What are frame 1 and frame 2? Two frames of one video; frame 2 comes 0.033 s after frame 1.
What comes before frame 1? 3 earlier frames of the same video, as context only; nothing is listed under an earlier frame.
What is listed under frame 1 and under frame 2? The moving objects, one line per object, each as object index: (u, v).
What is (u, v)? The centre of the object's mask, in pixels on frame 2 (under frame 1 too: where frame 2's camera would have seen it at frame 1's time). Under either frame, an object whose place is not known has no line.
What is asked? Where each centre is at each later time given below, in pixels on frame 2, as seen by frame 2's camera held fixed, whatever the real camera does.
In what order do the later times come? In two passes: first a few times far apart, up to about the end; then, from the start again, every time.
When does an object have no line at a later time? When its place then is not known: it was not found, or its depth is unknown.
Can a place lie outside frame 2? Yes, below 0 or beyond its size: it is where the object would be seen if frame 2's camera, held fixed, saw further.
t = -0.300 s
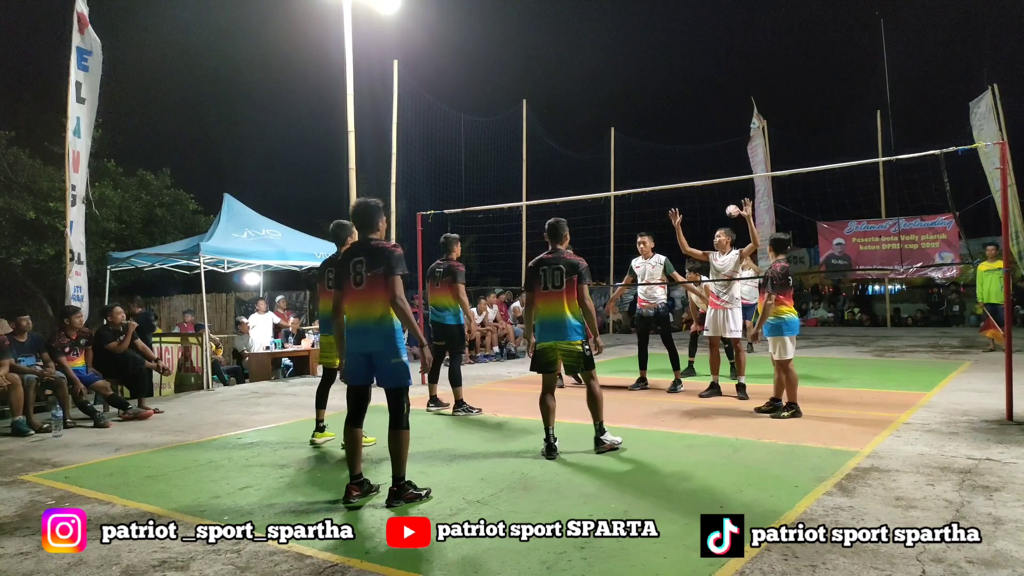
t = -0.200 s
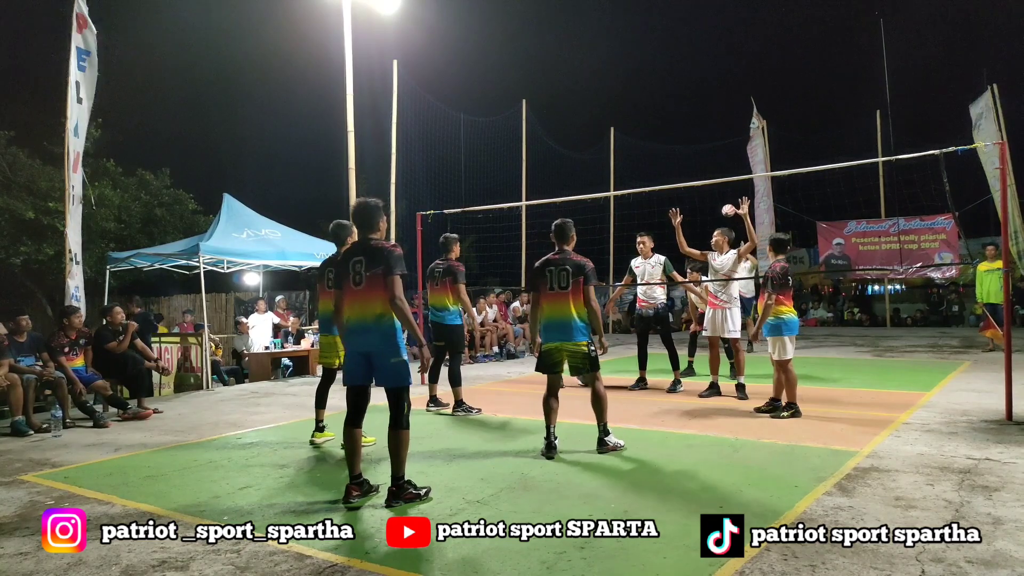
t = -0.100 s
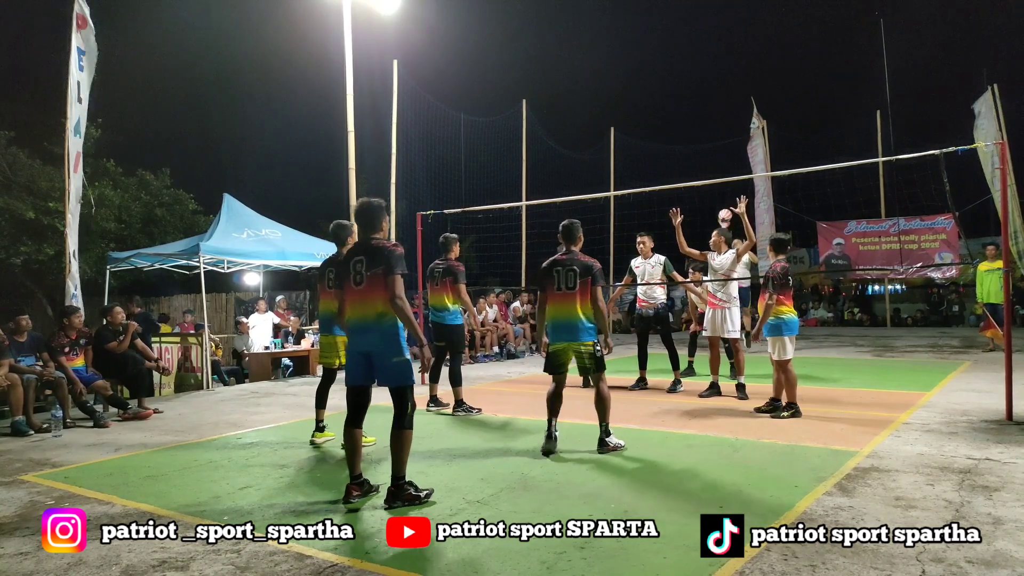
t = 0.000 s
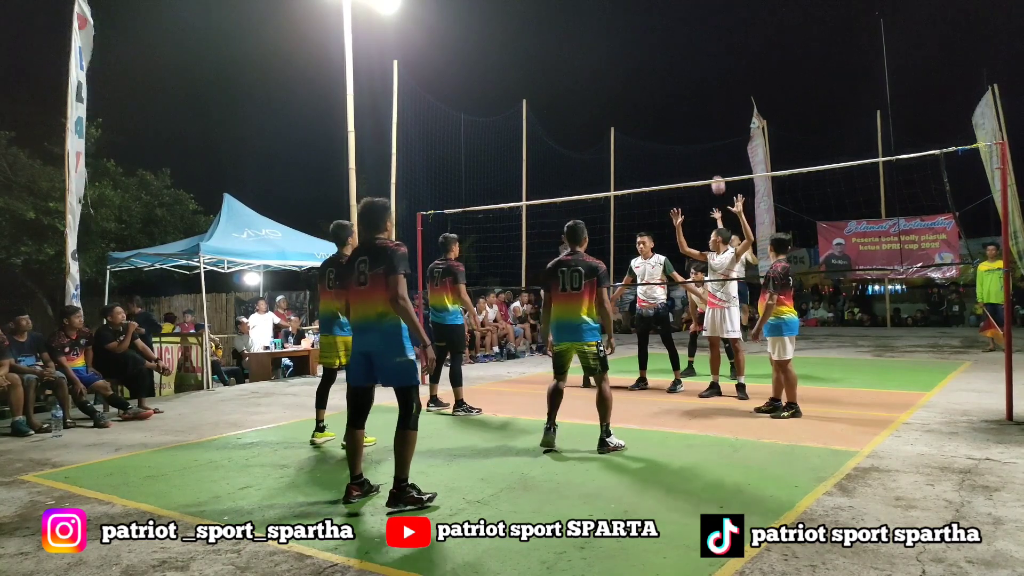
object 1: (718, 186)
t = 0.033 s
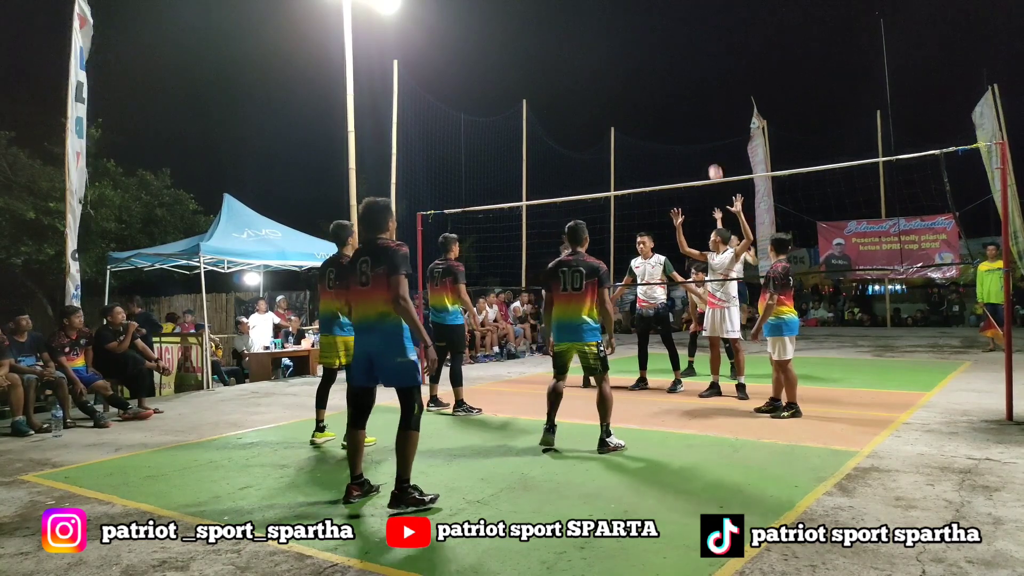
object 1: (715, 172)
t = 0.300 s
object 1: (689, 101)
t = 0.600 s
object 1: (650, 70)
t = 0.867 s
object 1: (604, 107)
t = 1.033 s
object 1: (567, 172)
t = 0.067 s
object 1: (712, 162)
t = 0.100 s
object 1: (709, 152)
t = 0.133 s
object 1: (706, 142)
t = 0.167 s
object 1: (703, 133)
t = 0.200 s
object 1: (700, 124)
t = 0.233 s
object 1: (696, 116)
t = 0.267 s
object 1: (693, 108)
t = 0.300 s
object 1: (689, 101)
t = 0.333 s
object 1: (686, 94)
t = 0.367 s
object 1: (682, 88)
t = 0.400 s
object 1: (678, 83)
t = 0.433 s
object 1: (674, 79)
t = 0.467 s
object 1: (670, 75)
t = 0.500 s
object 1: (665, 73)
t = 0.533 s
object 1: (661, 71)
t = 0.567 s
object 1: (656, 70)
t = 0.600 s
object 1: (650, 70)
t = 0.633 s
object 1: (645, 71)
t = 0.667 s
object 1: (640, 73)
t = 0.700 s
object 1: (634, 75)
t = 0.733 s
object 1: (628, 79)
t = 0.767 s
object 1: (622, 84)
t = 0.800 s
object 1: (616, 90)
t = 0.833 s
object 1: (610, 98)
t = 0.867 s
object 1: (604, 107)
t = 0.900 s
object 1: (597, 117)
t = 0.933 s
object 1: (591, 129)
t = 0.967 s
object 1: (583, 142)
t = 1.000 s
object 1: (575, 157)
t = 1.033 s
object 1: (567, 172)
